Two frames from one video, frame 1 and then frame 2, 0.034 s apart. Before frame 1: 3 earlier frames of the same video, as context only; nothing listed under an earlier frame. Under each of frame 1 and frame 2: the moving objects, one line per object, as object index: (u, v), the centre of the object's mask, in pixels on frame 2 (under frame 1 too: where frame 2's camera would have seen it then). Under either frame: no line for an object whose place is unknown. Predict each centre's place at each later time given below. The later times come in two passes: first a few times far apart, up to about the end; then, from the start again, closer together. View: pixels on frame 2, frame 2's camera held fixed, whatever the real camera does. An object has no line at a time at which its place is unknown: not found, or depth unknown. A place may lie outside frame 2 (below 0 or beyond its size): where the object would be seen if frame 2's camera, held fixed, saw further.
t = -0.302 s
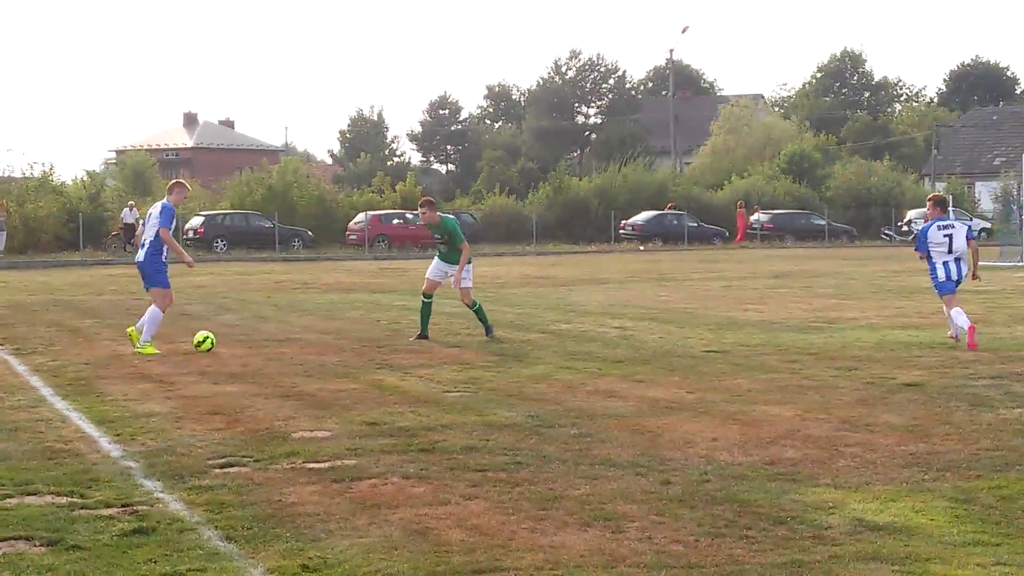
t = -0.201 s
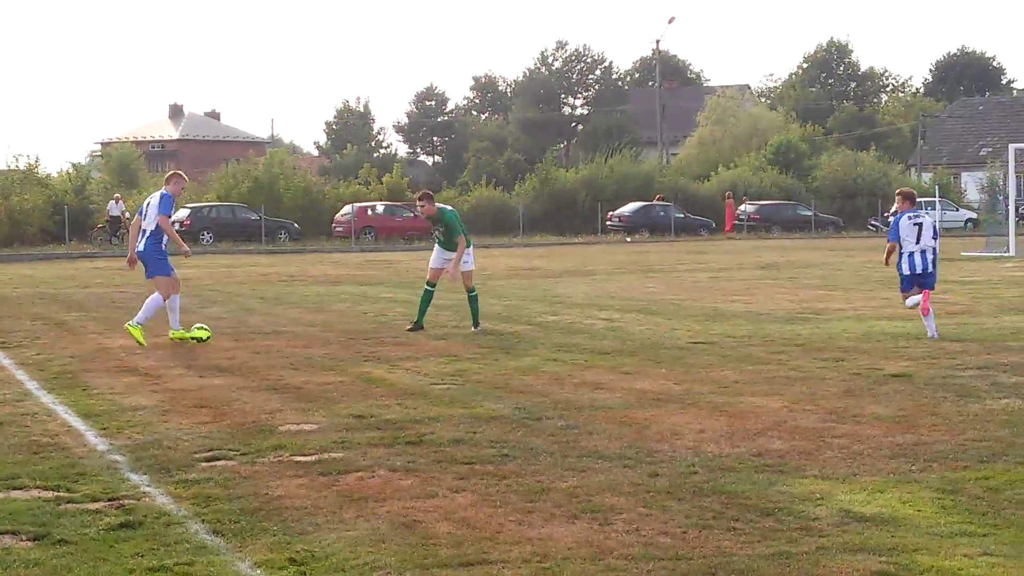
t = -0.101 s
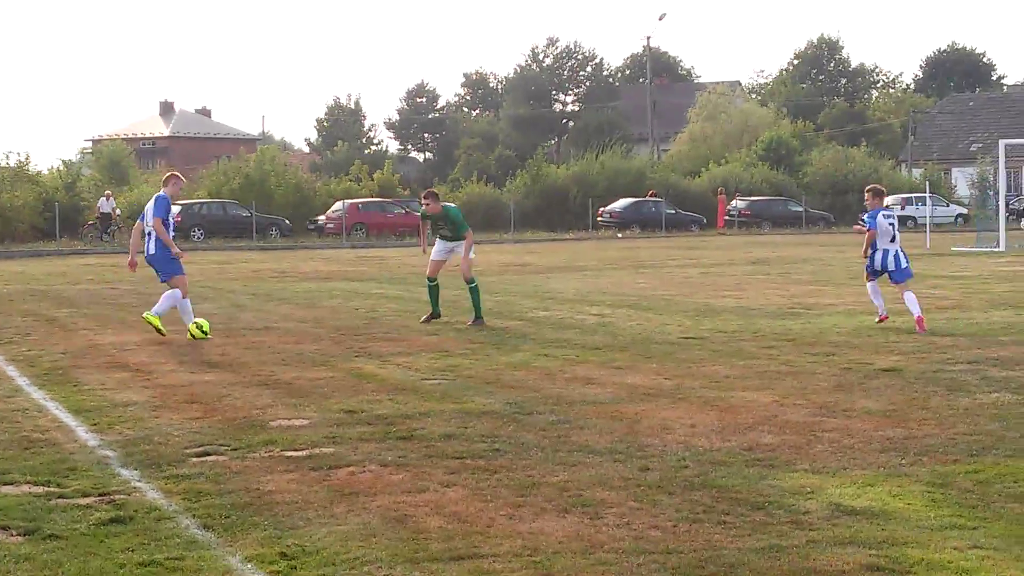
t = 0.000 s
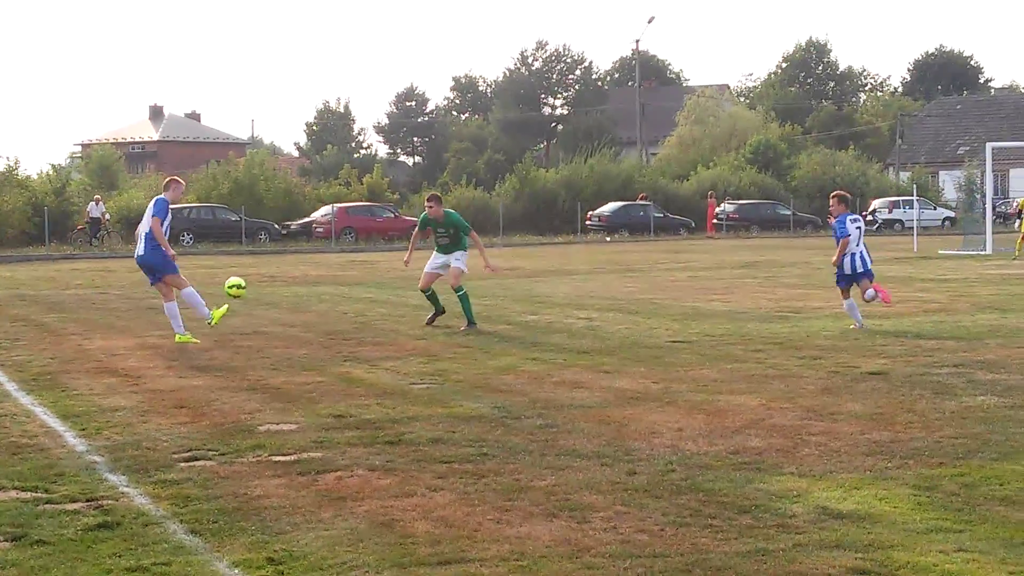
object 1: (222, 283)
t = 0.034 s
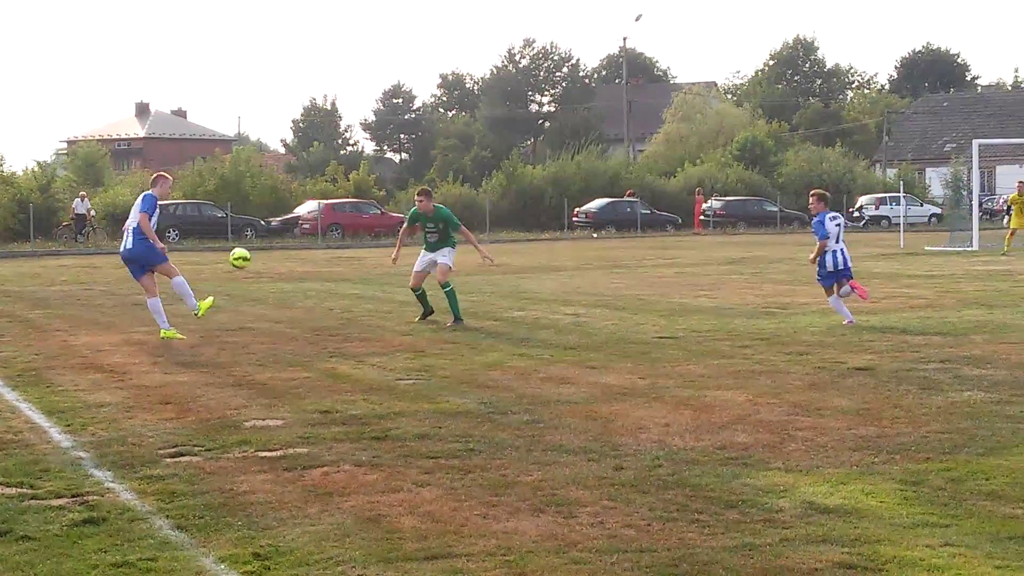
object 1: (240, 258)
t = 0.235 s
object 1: (342, 140)
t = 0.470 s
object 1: (445, 67)
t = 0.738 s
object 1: (545, 46)
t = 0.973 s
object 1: (622, 70)
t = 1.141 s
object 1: (673, 109)
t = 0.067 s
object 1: (259, 232)
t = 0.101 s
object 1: (275, 212)
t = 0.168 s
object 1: (310, 172)
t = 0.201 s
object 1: (326, 156)
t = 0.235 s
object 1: (342, 140)
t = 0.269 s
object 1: (358, 126)
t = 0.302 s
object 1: (374, 113)
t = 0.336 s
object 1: (388, 100)
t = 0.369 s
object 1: (402, 91)
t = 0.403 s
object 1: (417, 82)
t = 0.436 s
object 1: (431, 73)
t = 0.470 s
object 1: (445, 67)
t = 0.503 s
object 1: (458, 61)
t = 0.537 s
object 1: (471, 56)
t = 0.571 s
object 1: (484, 53)
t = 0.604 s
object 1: (497, 48)
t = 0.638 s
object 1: (509, 49)
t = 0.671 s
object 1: (521, 48)
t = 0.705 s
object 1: (533, 46)
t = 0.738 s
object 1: (545, 46)
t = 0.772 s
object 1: (556, 48)
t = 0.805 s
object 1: (568, 50)
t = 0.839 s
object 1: (579, 53)
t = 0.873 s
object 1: (591, 57)
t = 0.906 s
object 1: (602, 60)
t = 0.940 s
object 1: (612, 63)
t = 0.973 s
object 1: (622, 70)
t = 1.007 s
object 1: (632, 76)
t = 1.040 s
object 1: (643, 84)
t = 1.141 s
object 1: (673, 109)
